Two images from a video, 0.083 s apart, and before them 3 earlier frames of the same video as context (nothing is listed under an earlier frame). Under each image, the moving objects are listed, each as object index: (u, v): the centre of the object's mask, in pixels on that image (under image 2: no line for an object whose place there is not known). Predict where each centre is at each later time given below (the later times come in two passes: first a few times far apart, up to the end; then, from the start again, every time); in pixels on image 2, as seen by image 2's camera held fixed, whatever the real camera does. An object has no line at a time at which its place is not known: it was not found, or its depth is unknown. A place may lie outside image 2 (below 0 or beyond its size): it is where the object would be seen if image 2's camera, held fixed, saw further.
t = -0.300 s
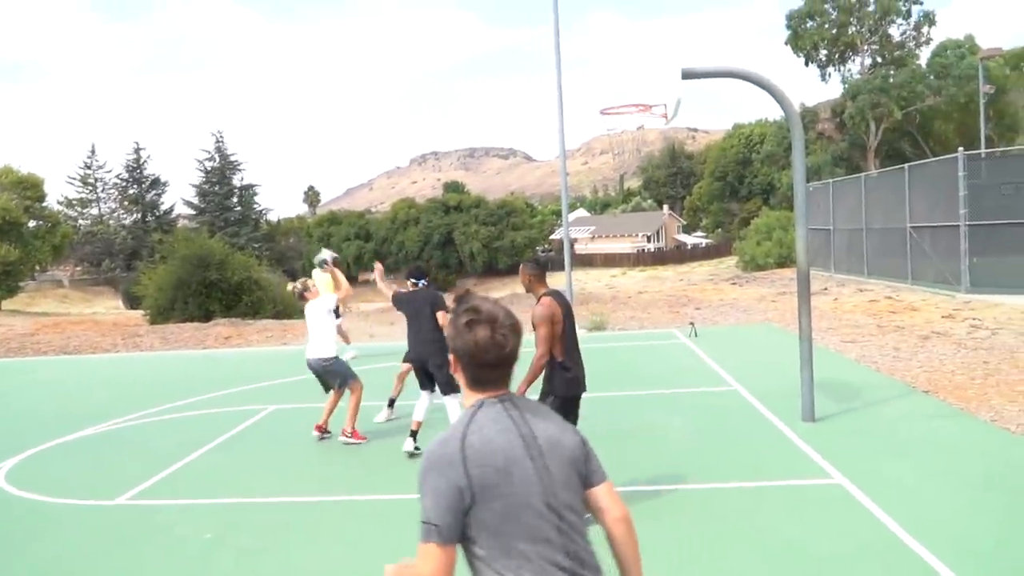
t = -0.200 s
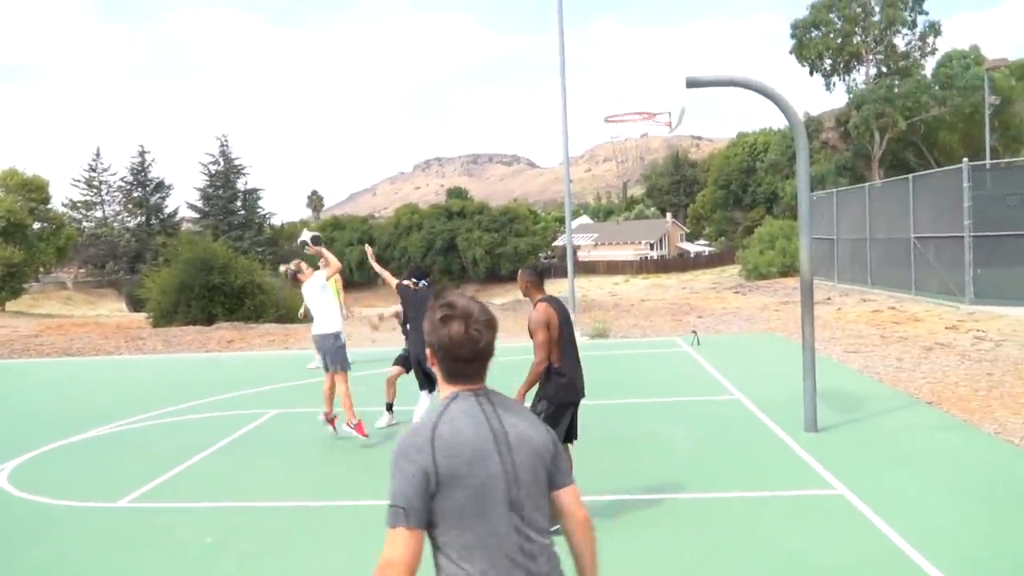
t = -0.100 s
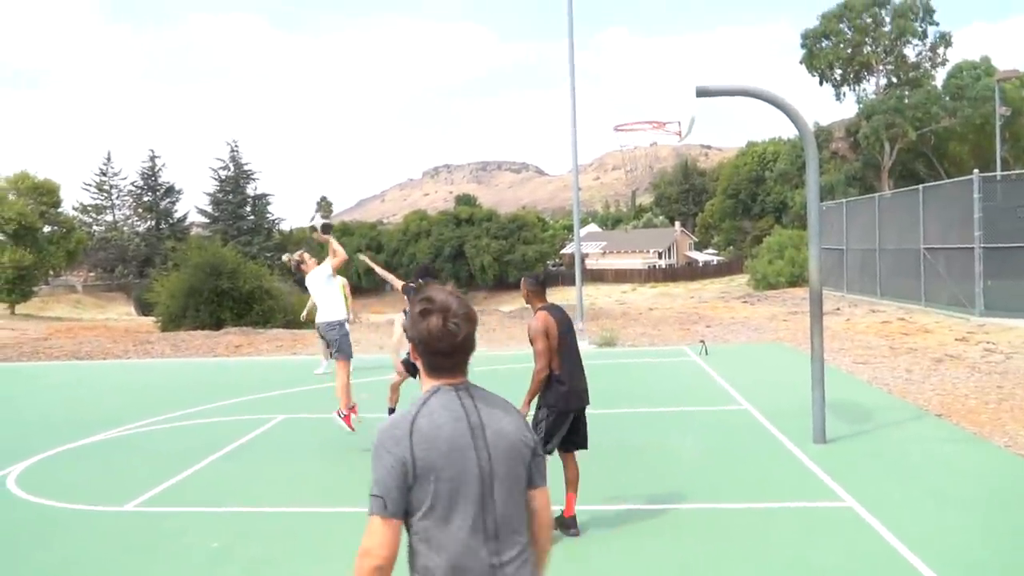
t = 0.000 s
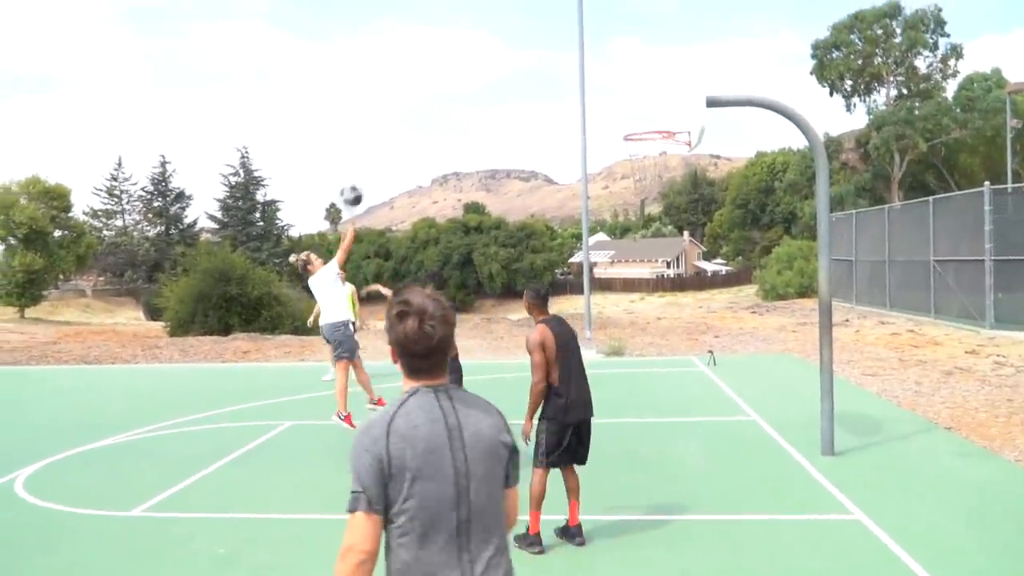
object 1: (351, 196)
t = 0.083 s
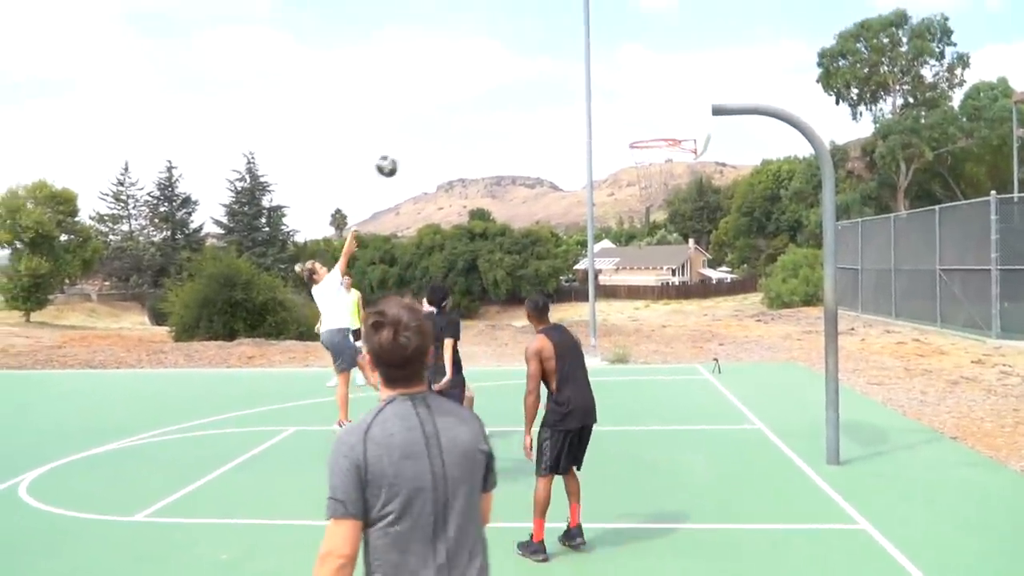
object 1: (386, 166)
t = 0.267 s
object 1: (453, 113)
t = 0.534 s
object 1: (549, 90)
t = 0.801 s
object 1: (652, 141)
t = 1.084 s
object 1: (665, 169)
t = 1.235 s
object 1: (663, 179)
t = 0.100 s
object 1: (392, 160)
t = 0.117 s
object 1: (398, 154)
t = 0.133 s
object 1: (404, 148)
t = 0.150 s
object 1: (410, 143)
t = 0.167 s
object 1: (416, 137)
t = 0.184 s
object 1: (422, 133)
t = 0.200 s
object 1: (428, 129)
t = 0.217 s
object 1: (434, 123)
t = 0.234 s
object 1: (440, 119)
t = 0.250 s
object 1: (447, 116)
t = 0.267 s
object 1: (453, 113)
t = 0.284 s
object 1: (459, 109)
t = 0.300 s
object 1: (465, 106)
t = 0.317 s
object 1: (471, 103)
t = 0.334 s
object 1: (477, 100)
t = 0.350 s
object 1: (483, 98)
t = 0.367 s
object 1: (489, 96)
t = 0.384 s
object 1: (496, 94)
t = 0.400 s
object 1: (502, 93)
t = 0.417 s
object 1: (507, 91)
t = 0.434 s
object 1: (513, 90)
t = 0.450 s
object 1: (519, 89)
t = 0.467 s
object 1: (525, 88)
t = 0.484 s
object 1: (531, 88)
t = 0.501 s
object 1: (537, 89)
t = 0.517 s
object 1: (543, 89)
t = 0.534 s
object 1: (549, 90)
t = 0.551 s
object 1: (555, 90)
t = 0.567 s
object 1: (562, 91)
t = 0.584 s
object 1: (568, 93)
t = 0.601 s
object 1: (575, 95)
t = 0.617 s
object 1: (581, 97)
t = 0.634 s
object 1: (587, 100)
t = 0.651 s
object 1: (594, 102)
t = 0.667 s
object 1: (601, 105)
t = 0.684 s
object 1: (607, 108)
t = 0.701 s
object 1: (614, 112)
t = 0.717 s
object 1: (620, 115)
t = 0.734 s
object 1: (626, 120)
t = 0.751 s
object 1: (632, 126)
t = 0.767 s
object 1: (639, 130)
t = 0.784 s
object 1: (645, 136)
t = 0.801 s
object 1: (652, 141)
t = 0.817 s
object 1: (659, 148)
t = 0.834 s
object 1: (665, 150)
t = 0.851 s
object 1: (666, 154)
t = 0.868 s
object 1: (666, 156)
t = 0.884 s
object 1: (667, 158)
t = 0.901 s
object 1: (667, 158)
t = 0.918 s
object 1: (667, 160)
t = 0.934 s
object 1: (667, 161)
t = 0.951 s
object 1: (666, 161)
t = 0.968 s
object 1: (664, 162)
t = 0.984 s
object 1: (665, 163)
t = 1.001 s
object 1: (665, 163)
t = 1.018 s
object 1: (665, 165)
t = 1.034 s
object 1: (665, 166)
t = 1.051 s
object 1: (665, 167)
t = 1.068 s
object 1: (665, 168)
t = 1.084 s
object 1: (665, 169)
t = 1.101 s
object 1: (665, 170)
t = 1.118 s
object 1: (665, 170)
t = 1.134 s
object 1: (665, 171)
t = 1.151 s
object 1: (665, 171)
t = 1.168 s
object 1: (665, 172)
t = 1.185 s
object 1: (665, 174)
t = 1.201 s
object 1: (664, 177)
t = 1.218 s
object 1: (663, 178)
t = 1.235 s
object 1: (663, 179)
